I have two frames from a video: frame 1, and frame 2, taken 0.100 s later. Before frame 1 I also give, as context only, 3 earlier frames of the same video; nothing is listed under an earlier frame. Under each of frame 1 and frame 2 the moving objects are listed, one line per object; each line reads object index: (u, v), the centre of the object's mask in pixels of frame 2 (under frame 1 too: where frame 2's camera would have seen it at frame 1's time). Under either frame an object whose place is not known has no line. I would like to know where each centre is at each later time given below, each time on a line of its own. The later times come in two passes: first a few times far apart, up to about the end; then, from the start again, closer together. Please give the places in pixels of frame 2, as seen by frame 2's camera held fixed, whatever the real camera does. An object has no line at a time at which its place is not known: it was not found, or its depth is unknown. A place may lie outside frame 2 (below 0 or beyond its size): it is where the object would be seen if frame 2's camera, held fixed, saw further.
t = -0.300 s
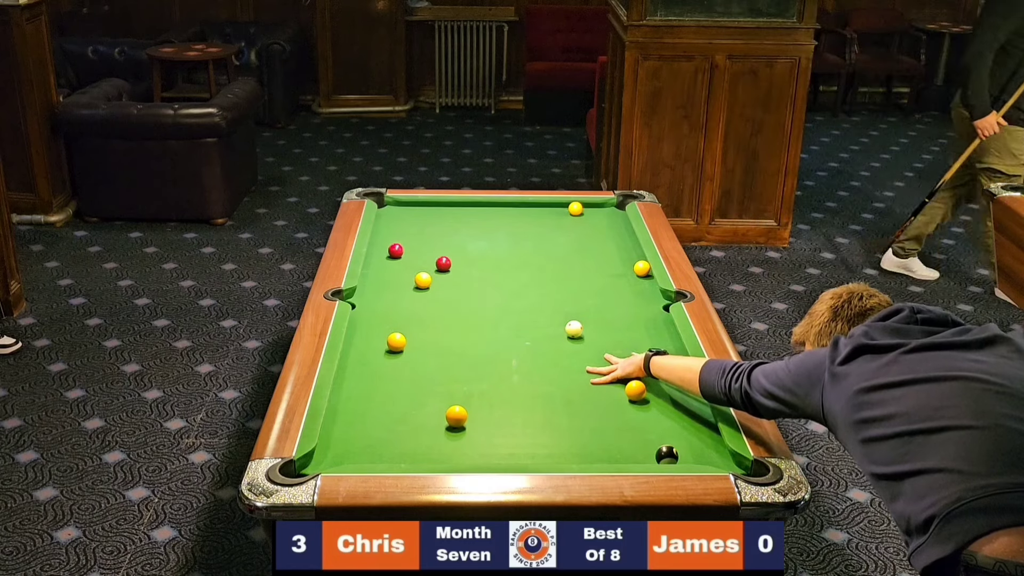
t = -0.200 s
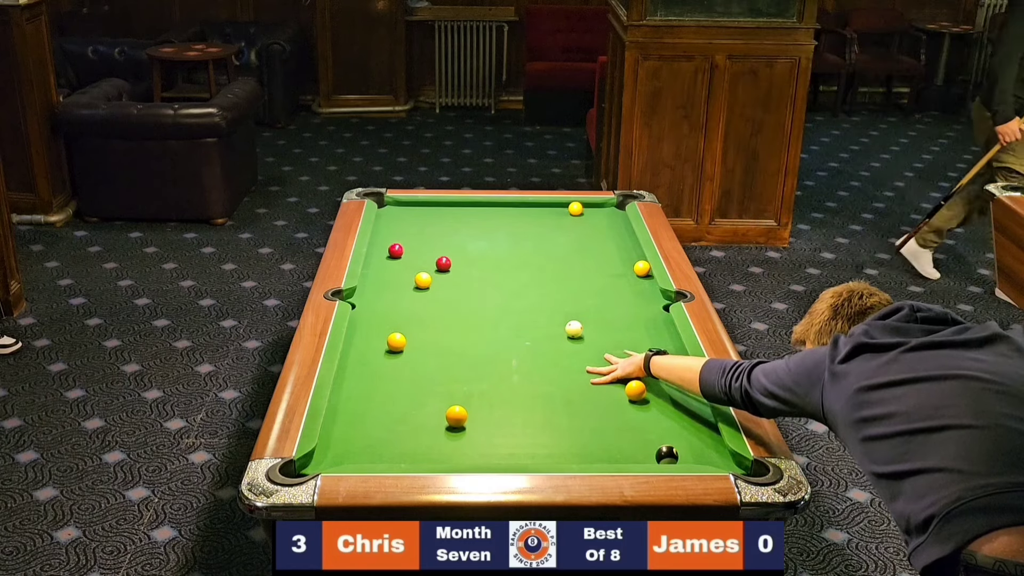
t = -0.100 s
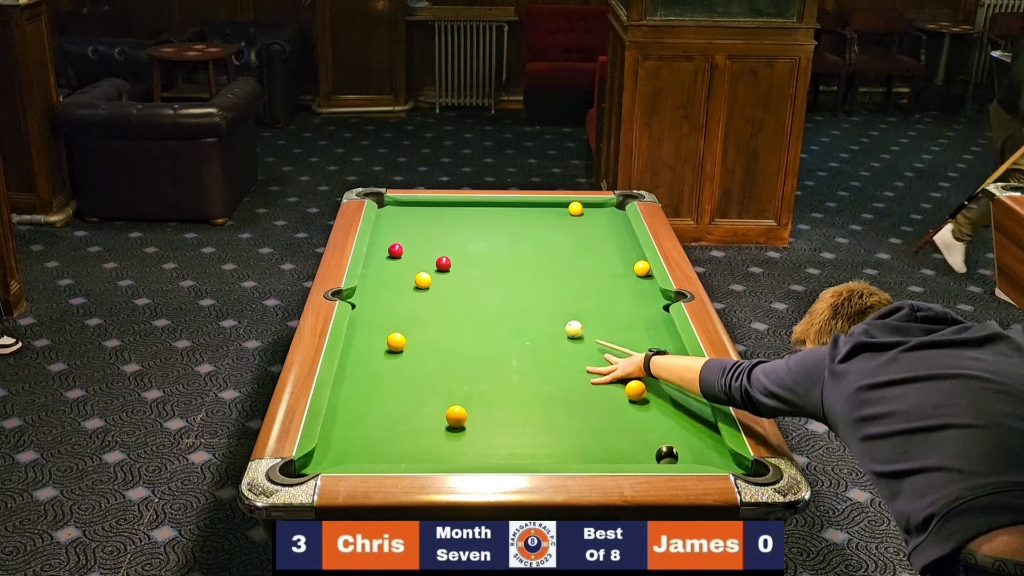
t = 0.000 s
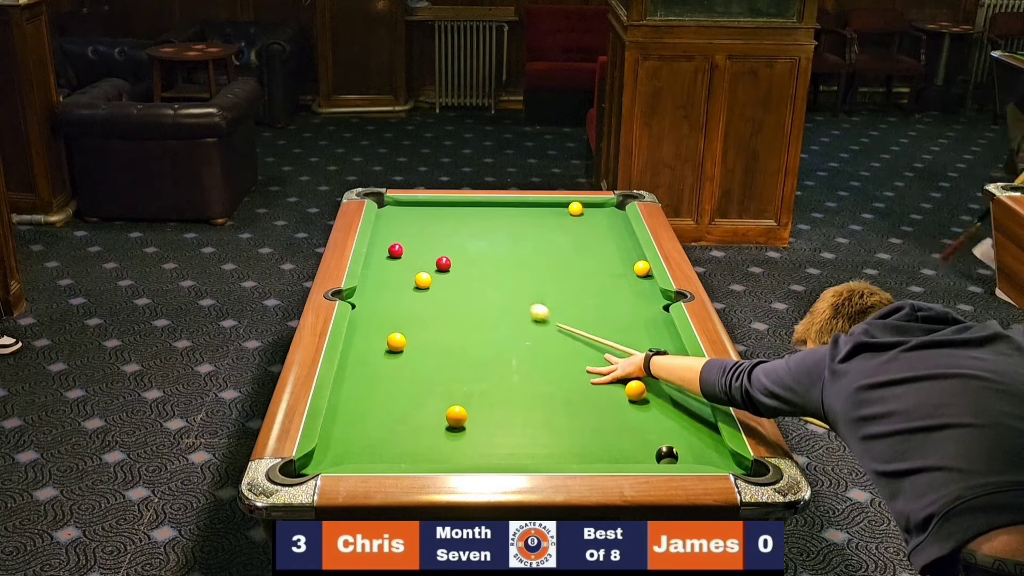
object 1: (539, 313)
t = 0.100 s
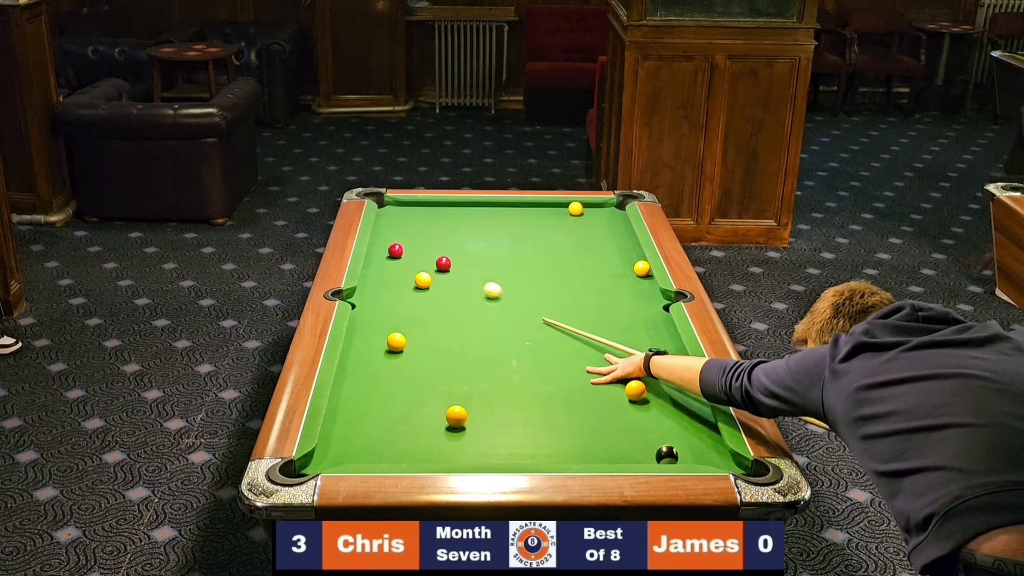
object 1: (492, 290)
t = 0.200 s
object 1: (456, 273)
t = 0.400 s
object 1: (426, 269)
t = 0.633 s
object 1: (396, 273)
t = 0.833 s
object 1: (371, 274)
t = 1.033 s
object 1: (381, 276)
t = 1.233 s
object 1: (395, 278)
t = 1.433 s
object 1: (407, 280)
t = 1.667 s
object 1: (408, 281)
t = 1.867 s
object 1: (408, 281)
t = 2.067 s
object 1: (408, 281)
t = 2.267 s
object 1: (408, 281)
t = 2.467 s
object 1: (408, 281)
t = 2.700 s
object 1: (408, 281)
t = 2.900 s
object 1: (408, 281)
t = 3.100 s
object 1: (408, 281)
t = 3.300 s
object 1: (408, 281)
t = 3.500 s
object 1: (408, 281)
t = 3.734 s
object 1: (408, 281)
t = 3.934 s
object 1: (408, 281)
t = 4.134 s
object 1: (408, 281)
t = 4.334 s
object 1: (408, 281)
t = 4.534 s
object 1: (408, 281)
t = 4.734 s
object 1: (408, 281)
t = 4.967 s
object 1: (408, 281)
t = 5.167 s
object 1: (408, 281)
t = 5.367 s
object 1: (408, 281)
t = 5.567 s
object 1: (408, 281)
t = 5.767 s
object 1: (408, 281)
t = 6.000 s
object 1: (408, 281)
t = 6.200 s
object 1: (408, 281)
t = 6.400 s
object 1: (406, 281)
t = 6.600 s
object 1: (408, 281)
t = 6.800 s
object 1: (409, 281)
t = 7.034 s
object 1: (408, 281)
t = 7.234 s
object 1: (408, 281)
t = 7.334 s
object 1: (406, 277)
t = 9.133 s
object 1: (408, 279)
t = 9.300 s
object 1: (408, 280)
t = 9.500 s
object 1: (408, 281)
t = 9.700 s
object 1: (408, 281)
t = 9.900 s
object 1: (408, 281)
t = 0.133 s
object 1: (479, 284)
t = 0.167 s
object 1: (467, 278)
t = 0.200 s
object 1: (456, 273)
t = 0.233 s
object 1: (448, 270)
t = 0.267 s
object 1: (443, 271)
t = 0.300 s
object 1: (439, 271)
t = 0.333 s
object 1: (435, 271)
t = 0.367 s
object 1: (431, 270)
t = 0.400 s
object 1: (426, 269)
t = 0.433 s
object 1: (421, 269)
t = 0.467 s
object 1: (416, 270)
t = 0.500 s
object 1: (412, 271)
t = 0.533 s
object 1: (408, 272)
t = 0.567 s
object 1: (404, 272)
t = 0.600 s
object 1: (400, 273)
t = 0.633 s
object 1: (396, 273)
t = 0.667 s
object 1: (391, 273)
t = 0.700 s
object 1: (387, 273)
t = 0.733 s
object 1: (383, 273)
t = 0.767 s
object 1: (379, 273)
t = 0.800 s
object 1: (375, 274)
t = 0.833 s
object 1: (371, 274)
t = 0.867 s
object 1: (368, 274)
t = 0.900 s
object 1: (371, 274)
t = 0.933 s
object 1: (373, 275)
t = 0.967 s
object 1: (376, 275)
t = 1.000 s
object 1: (379, 275)
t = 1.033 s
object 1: (381, 276)
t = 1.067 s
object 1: (383, 276)
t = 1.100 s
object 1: (386, 277)
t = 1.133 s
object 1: (388, 277)
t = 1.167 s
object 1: (391, 277)
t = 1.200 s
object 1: (393, 278)
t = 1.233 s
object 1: (395, 278)
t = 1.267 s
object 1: (397, 278)
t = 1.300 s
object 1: (399, 279)
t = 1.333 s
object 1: (401, 279)
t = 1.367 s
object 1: (404, 279)
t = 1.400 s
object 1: (406, 280)
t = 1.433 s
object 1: (407, 280)
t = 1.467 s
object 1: (407, 280)
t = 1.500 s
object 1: (407, 280)
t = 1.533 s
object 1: (408, 280)
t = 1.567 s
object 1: (408, 280)
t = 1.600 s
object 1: (408, 281)
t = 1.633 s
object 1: (408, 281)
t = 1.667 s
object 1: (408, 281)
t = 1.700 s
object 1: (408, 281)
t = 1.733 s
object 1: (408, 281)
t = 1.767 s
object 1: (408, 281)
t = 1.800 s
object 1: (408, 281)
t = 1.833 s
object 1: (408, 281)
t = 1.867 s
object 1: (408, 281)
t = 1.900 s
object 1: (408, 281)
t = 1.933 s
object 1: (408, 281)
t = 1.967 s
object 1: (408, 281)
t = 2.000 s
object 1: (408, 281)
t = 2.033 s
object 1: (408, 281)
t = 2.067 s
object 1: (408, 281)
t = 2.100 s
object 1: (408, 281)
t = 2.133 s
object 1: (408, 281)
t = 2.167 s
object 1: (408, 281)
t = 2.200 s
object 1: (408, 281)
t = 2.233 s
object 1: (408, 281)
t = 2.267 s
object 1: (408, 281)
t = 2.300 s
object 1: (408, 281)
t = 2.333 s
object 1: (408, 281)
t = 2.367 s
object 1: (408, 281)
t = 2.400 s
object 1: (408, 281)
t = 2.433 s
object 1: (408, 281)
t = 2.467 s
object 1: (408, 281)
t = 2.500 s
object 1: (408, 281)
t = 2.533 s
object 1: (408, 281)
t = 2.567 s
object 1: (408, 281)
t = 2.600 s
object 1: (408, 281)
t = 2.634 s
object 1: (408, 281)
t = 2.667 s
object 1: (408, 281)
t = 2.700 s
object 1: (408, 281)
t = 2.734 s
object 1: (408, 281)
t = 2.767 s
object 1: (408, 281)
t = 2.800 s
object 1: (408, 281)
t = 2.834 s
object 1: (408, 281)
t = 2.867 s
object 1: (408, 281)
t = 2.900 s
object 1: (408, 281)
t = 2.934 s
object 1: (408, 281)
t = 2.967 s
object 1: (408, 281)
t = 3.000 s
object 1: (408, 281)
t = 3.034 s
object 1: (408, 281)
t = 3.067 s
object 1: (408, 281)
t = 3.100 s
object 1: (408, 281)
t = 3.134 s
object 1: (408, 281)
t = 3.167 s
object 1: (408, 281)
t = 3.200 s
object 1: (408, 281)
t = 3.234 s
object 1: (408, 281)
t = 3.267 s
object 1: (408, 281)
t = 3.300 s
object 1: (408, 281)
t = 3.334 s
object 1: (408, 281)
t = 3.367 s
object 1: (408, 281)
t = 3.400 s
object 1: (408, 281)
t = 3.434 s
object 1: (408, 281)
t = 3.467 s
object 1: (408, 281)
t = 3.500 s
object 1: (408, 281)
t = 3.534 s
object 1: (408, 281)
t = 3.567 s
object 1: (408, 281)
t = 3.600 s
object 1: (408, 281)
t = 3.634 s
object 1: (408, 281)
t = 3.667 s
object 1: (408, 281)
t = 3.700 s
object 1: (408, 281)
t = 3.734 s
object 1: (408, 281)
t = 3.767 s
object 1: (408, 281)
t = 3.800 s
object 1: (408, 281)
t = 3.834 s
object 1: (408, 281)
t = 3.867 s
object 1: (408, 281)
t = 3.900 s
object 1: (408, 281)
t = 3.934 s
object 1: (408, 281)
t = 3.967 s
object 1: (408, 281)
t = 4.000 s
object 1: (408, 281)
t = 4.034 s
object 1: (408, 281)
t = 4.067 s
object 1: (408, 281)
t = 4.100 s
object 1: (408, 281)
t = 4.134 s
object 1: (408, 281)
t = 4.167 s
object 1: (408, 281)
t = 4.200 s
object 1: (408, 281)
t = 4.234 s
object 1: (408, 281)
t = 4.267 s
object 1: (408, 281)
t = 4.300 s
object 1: (408, 281)
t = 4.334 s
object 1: (408, 281)
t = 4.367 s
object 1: (408, 281)
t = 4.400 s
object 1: (408, 281)
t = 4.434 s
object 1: (408, 281)
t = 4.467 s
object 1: (408, 281)
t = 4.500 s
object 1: (408, 281)
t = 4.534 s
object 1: (408, 281)
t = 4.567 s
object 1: (408, 281)
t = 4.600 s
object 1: (408, 281)
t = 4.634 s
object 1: (408, 281)
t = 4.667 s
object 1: (408, 281)
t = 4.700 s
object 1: (408, 281)
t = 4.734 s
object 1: (408, 281)
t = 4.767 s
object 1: (408, 281)
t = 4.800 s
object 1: (408, 281)
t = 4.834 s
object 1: (408, 281)
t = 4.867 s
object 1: (408, 281)
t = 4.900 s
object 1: (408, 281)
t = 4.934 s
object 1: (408, 281)
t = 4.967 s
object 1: (408, 281)
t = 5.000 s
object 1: (408, 281)
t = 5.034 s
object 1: (408, 281)
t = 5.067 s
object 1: (408, 281)
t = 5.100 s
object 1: (408, 281)
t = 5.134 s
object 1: (408, 281)
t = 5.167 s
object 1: (408, 281)
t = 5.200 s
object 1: (408, 281)
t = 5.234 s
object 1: (408, 281)
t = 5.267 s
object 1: (408, 281)
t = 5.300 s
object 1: (408, 281)
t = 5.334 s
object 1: (408, 281)
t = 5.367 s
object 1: (408, 281)
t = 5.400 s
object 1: (408, 281)
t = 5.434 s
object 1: (408, 281)
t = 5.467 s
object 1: (408, 281)
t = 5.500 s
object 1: (408, 281)
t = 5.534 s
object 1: (408, 281)
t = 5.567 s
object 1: (408, 281)
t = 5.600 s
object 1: (408, 281)
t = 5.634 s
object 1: (408, 281)
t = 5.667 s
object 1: (408, 281)
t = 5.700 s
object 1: (408, 281)
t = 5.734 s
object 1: (408, 281)
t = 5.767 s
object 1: (408, 281)
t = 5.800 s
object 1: (408, 281)
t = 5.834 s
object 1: (408, 281)
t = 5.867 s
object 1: (408, 281)
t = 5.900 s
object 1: (408, 281)
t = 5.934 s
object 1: (408, 281)
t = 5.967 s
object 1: (408, 281)
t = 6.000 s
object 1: (408, 281)
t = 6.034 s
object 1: (408, 281)
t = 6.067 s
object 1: (408, 281)
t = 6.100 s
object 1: (408, 281)
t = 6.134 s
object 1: (408, 281)
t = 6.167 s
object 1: (409, 281)
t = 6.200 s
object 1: (408, 281)
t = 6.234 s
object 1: (408, 281)
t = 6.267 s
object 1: (408, 281)
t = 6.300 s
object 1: (408, 281)
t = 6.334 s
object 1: (408, 281)
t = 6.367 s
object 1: (407, 281)
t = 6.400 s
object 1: (406, 281)
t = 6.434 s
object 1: (404, 281)
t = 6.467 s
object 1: (403, 282)
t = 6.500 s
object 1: (413, 280)
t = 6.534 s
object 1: (411, 280)
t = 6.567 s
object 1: (409, 281)
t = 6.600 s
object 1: (408, 281)
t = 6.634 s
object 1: (409, 281)
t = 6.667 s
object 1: (408, 281)
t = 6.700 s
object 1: (408, 281)
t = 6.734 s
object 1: (408, 281)
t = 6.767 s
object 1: (408, 281)
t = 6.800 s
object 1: (409, 281)
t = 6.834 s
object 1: (408, 281)
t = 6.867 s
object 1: (409, 281)
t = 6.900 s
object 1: (408, 281)
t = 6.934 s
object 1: (408, 281)
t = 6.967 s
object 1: (408, 281)
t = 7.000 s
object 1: (408, 281)
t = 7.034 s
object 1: (408, 281)
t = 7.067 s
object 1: (408, 281)
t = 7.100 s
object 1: (408, 281)
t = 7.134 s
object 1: (408, 281)
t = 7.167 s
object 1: (408, 281)
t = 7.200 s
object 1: (408, 281)
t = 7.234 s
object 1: (408, 281)
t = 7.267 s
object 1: (408, 281)
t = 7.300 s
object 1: (408, 280)
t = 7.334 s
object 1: (406, 277)
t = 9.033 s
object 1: (407, 277)
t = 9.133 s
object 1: (408, 279)
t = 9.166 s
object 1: (408, 279)
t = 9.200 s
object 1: (408, 280)
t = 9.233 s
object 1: (408, 280)
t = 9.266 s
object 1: (408, 280)
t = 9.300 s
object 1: (408, 280)
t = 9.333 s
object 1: (408, 280)
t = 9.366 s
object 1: (408, 281)
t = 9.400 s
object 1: (408, 281)
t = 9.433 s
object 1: (408, 281)
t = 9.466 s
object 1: (408, 281)
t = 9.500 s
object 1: (408, 281)
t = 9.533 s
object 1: (408, 281)
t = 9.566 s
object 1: (408, 281)
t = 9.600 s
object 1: (408, 281)
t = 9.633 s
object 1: (408, 281)
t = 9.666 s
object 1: (408, 281)
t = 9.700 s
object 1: (408, 281)
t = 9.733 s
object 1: (408, 281)
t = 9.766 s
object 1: (408, 281)
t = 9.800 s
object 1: (408, 281)
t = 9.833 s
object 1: (408, 281)
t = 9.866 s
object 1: (408, 281)
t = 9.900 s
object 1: (408, 281)
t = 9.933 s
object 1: (408, 281)
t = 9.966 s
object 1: (408, 281)
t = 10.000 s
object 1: (408, 281)
